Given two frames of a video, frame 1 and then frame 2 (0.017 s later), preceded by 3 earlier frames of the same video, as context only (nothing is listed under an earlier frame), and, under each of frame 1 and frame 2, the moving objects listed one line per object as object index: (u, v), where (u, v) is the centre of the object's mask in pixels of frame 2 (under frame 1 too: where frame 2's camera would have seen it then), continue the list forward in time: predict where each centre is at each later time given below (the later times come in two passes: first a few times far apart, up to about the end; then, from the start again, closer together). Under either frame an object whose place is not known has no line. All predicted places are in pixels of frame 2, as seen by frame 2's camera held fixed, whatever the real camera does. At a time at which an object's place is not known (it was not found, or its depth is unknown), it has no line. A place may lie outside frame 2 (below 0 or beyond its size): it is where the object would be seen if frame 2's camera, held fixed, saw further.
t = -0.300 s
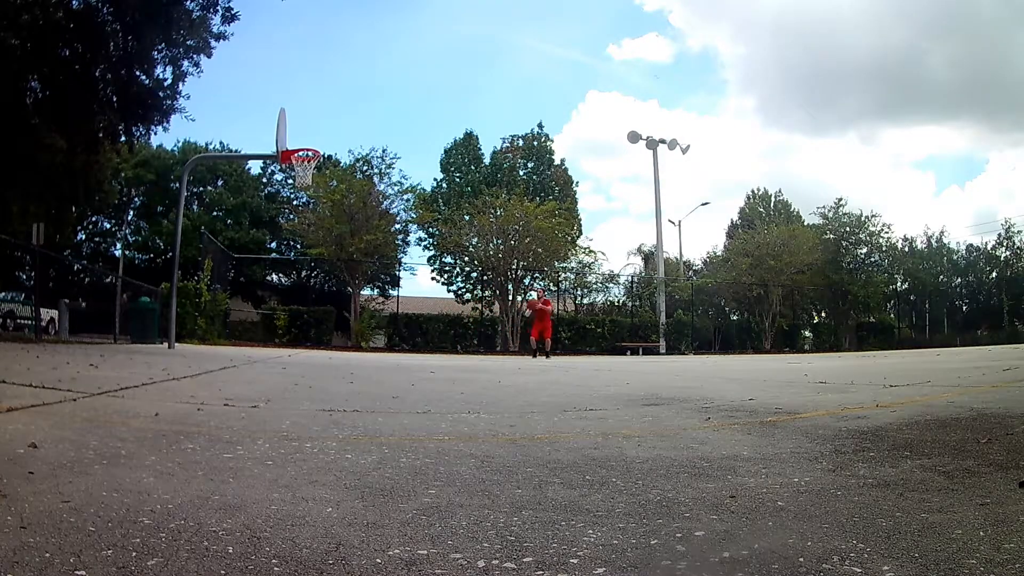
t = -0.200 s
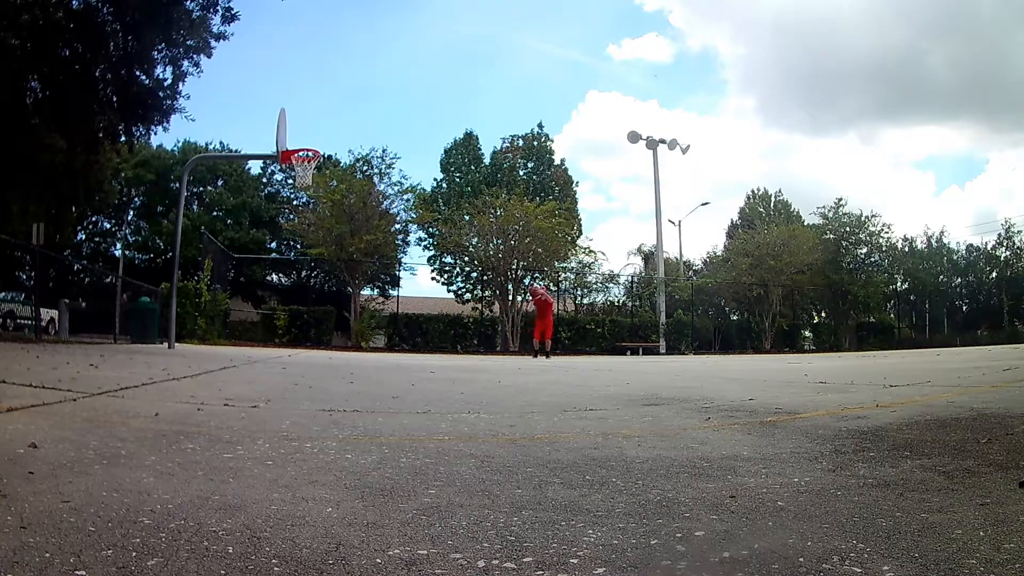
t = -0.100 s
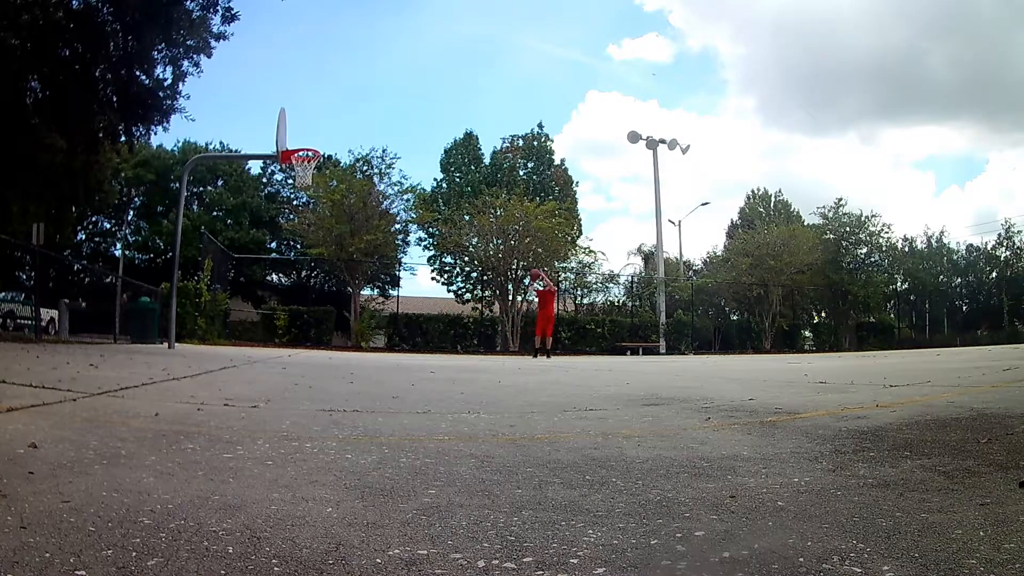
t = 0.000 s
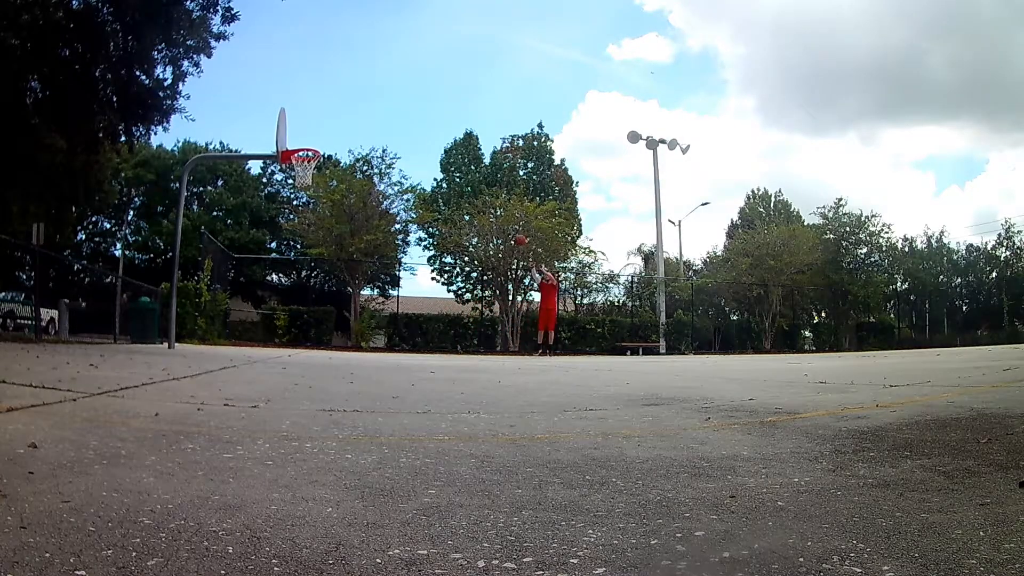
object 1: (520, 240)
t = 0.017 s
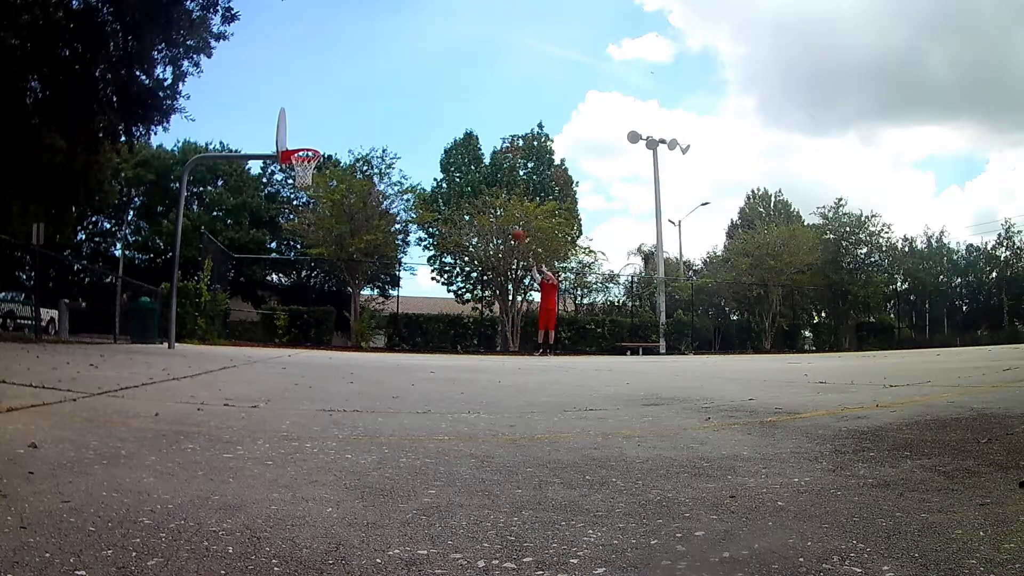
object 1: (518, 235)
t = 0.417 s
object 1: (446, 136)
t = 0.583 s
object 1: (414, 116)
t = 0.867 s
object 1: (352, 111)
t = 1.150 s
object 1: (298, 147)
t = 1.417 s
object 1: (310, 150)
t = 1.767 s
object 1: (295, 172)
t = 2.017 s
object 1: (299, 189)
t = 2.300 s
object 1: (304, 257)
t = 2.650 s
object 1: (313, 314)
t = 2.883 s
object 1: (323, 267)
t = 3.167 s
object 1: (333, 254)
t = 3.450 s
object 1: (341, 289)
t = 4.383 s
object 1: (368, 310)
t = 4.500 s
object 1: (371, 330)
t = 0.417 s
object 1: (446, 136)
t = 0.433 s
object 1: (443, 134)
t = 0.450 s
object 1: (440, 131)
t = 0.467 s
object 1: (437, 129)
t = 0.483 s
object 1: (434, 127)
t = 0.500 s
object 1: (430, 124)
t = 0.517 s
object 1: (427, 122)
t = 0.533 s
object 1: (424, 121)
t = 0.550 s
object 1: (420, 119)
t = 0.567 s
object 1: (417, 117)
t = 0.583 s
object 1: (414, 116)
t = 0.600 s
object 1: (410, 114)
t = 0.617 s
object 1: (407, 113)
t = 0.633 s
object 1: (403, 112)
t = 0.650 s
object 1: (400, 111)
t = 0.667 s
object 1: (396, 110)
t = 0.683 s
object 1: (393, 110)
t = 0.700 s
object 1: (389, 109)
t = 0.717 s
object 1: (386, 109)
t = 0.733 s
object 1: (382, 108)
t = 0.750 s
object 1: (378, 108)
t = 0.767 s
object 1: (375, 108)
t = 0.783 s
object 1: (371, 109)
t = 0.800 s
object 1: (367, 109)
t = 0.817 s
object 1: (363, 109)
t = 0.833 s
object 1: (359, 110)
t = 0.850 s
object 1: (355, 110)
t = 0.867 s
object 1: (352, 111)
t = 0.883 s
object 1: (348, 112)
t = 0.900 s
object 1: (344, 113)
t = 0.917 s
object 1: (339, 115)
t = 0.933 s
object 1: (335, 116)
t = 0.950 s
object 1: (331, 118)
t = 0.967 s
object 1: (327, 120)
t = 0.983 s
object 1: (323, 122)
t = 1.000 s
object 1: (318, 124)
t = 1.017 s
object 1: (314, 126)
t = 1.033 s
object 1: (310, 129)
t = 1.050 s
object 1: (305, 132)
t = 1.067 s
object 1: (301, 135)
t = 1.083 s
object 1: (296, 138)
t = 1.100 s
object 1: (292, 141)
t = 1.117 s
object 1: (291, 143)
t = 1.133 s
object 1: (295, 145)
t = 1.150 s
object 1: (298, 147)
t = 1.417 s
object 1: (310, 150)
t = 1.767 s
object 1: (295, 172)
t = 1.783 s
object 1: (294, 173)
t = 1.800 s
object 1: (294, 173)
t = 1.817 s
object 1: (294, 173)
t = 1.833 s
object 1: (294, 174)
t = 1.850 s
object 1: (294, 175)
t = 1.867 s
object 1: (294, 176)
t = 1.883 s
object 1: (294, 177)
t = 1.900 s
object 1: (295, 178)
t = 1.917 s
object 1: (295, 179)
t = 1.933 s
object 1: (296, 181)
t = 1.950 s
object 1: (297, 182)
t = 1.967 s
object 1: (298, 185)
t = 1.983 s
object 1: (299, 186)
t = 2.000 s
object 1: (299, 188)
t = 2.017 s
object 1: (299, 189)
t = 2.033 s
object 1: (300, 192)
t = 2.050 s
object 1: (300, 195)
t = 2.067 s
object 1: (300, 197)
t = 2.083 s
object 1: (300, 202)
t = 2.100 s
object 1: (300, 205)
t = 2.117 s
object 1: (301, 208)
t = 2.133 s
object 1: (300, 211)
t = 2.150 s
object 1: (301, 215)
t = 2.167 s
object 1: (302, 220)
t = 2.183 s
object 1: (302, 223)
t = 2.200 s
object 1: (301, 228)
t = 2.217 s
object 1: (302, 232)
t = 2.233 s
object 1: (303, 236)
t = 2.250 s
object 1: (303, 241)
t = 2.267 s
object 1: (303, 247)
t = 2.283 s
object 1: (303, 252)
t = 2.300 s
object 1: (304, 257)
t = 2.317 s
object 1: (304, 262)
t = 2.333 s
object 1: (304, 268)
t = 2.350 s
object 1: (304, 274)
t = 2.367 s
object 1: (305, 280)
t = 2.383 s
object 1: (305, 286)
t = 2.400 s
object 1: (305, 292)
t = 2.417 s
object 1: (305, 299)
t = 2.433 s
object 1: (305, 306)
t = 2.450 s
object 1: (306, 312)
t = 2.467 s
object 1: (306, 319)
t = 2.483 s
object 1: (306, 327)
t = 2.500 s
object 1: (306, 334)
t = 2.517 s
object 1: (307, 340)
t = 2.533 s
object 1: (307, 348)
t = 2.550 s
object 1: (308, 344)
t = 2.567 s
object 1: (309, 338)
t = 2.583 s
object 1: (309, 334)
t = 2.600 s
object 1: (310, 329)
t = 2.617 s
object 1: (310, 325)
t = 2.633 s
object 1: (312, 318)
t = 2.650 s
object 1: (313, 314)
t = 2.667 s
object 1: (314, 309)
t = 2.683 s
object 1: (314, 306)
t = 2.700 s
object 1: (315, 300)
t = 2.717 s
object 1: (316, 296)
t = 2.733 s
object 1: (316, 293)
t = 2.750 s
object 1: (317, 289)
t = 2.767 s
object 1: (317, 286)
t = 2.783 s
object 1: (318, 282)
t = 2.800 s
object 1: (319, 280)
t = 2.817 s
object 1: (320, 276)
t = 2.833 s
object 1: (321, 274)
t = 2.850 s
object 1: (322, 271)
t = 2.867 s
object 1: (323, 269)
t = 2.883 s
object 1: (323, 267)
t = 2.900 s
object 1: (324, 264)
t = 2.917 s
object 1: (324, 264)
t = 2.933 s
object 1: (325, 262)
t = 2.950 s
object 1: (326, 260)
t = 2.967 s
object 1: (327, 258)
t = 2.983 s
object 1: (328, 257)
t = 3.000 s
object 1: (328, 256)
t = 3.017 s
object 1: (329, 255)
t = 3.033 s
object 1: (329, 255)
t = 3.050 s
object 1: (330, 254)
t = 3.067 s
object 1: (330, 254)
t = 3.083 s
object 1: (331, 254)
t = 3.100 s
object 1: (331, 254)
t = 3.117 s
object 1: (332, 254)
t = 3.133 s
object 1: (333, 254)
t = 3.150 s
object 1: (333, 254)
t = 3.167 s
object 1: (333, 254)
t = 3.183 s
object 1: (334, 254)
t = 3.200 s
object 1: (334, 256)
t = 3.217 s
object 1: (335, 257)
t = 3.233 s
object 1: (336, 258)
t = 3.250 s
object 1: (337, 260)
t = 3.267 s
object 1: (337, 261)
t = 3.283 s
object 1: (337, 263)
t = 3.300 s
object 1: (338, 267)
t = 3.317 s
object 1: (338, 268)
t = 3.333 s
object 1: (339, 270)
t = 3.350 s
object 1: (339, 271)
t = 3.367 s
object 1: (339, 274)
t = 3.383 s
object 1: (339, 277)
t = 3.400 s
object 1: (340, 280)
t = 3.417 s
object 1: (340, 282)
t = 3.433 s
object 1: (340, 285)
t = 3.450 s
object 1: (341, 289)
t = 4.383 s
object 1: (368, 310)
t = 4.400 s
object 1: (368, 314)
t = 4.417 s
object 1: (369, 316)
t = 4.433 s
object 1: (369, 318)
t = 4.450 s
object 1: (369, 321)
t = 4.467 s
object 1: (370, 323)
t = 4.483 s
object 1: (371, 327)
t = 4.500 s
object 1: (371, 330)
